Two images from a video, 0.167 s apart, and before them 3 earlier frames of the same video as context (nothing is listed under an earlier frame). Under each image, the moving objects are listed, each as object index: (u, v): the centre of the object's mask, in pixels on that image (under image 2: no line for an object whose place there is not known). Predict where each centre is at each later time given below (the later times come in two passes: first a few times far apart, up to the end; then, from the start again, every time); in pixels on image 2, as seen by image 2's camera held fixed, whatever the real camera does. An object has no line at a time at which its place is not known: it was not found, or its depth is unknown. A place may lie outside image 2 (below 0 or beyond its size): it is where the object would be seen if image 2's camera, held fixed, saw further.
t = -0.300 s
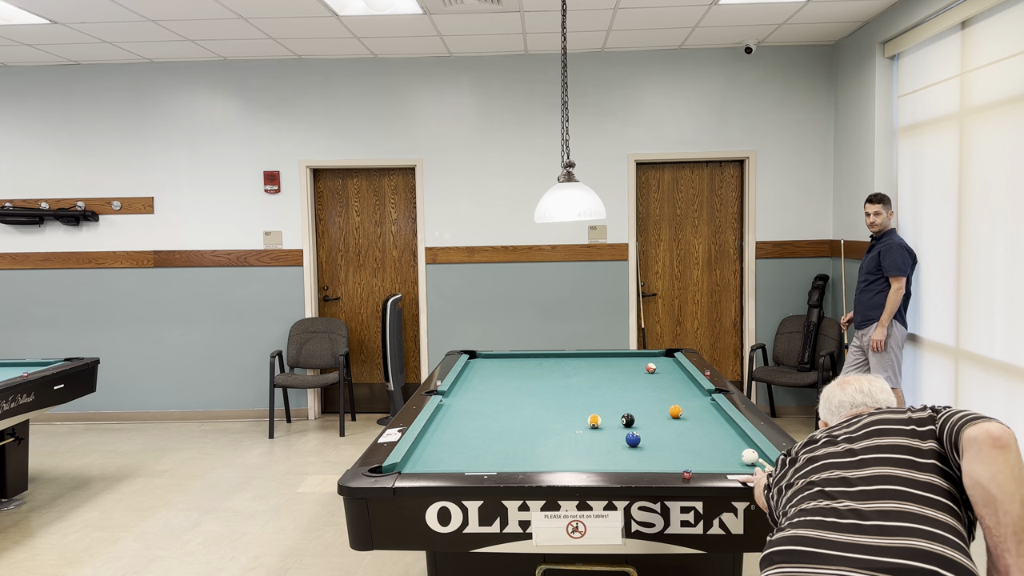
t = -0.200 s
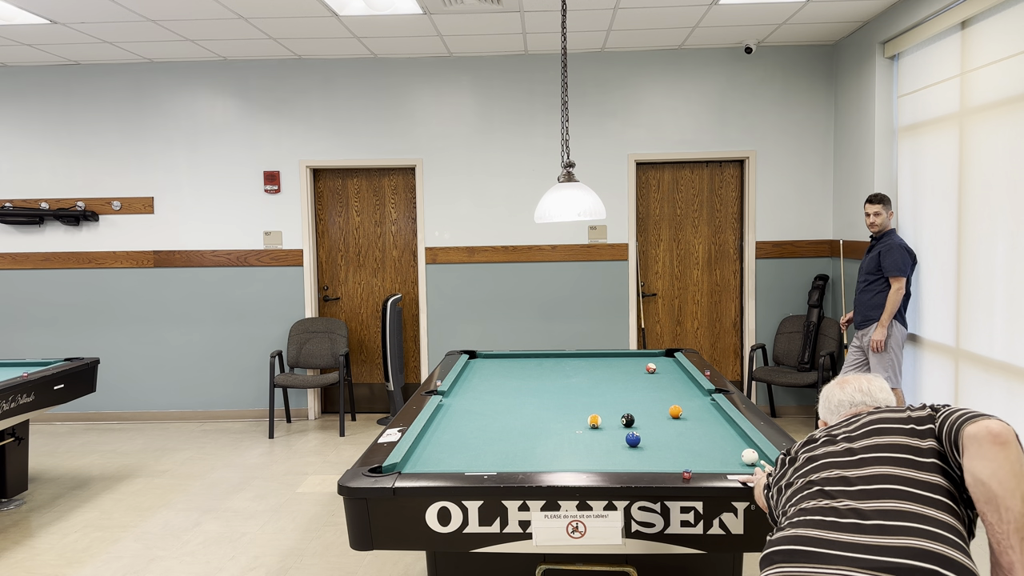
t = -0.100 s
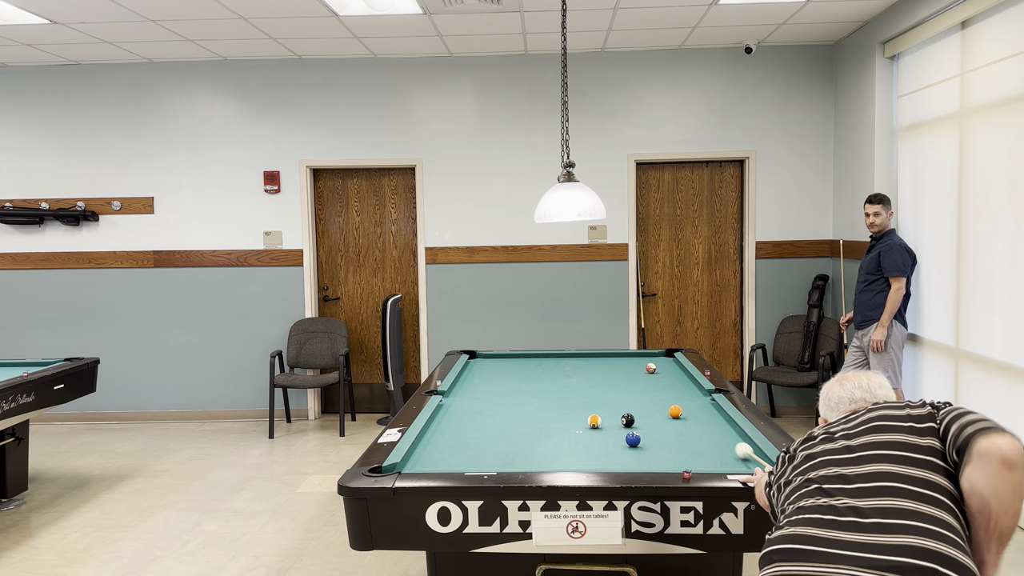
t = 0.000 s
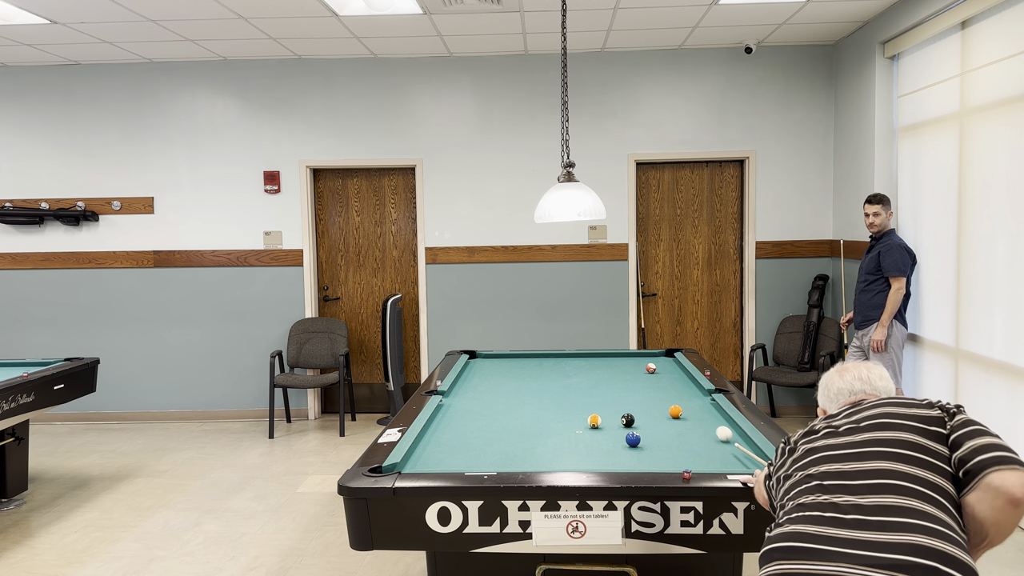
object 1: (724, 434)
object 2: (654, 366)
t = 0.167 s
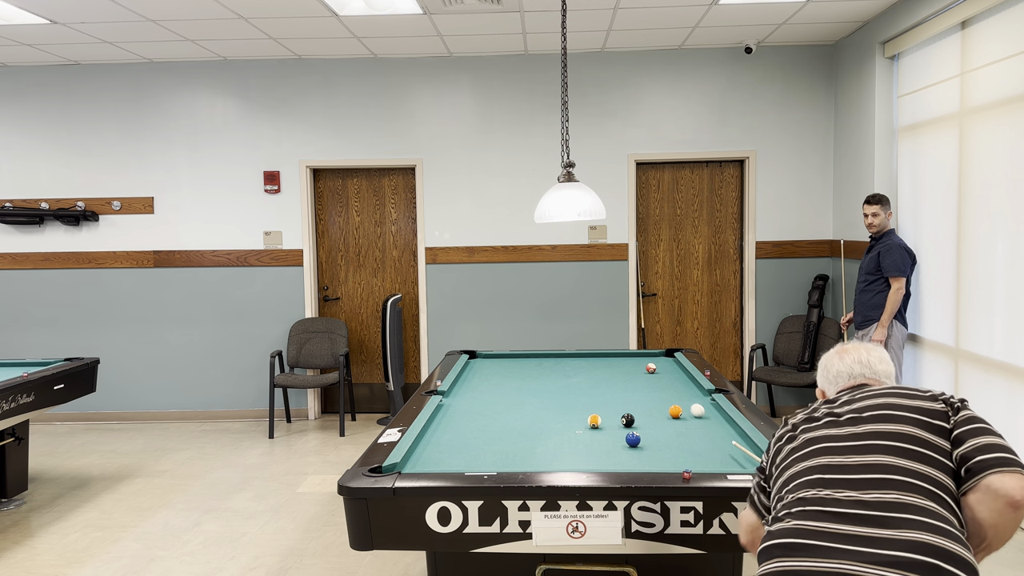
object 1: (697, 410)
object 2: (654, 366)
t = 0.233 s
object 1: (688, 403)
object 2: (654, 366)
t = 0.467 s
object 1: (662, 380)
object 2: (651, 367)
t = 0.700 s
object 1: (645, 370)
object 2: (649, 361)
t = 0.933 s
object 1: (632, 366)
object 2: (646, 355)
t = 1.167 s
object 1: (620, 363)
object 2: (650, 360)
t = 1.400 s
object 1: (609, 360)
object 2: (654, 365)
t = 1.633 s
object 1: (599, 357)
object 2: (659, 370)
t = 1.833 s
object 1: (591, 354)
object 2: (663, 374)
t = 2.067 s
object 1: (586, 355)
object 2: (669, 380)
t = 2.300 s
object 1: (581, 356)
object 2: (674, 387)
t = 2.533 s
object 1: (577, 358)
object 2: (679, 393)
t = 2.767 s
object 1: (574, 359)
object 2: (685, 399)
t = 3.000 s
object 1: (570, 360)
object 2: (692, 407)
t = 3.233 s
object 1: (567, 361)
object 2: (698, 414)
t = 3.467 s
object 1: (565, 362)
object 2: (705, 422)
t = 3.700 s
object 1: (563, 362)
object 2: (712, 430)
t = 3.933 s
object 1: (561, 363)
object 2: (719, 438)
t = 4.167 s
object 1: (559, 364)
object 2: (727, 446)
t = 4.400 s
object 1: (557, 364)
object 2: (735, 455)
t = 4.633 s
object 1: (556, 364)
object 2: (743, 463)
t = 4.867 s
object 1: (556, 364)
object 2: (748, 464)
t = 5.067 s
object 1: (556, 364)
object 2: (749, 462)
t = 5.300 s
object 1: (556, 364)
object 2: (749, 459)
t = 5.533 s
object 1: (556, 364)
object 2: (748, 455)
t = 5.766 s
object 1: (556, 364)
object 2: (748, 452)
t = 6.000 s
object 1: (556, 364)
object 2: (748, 450)
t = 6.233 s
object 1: (556, 364)
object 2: (747, 448)
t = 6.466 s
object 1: (556, 364)
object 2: (746, 446)
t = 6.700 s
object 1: (556, 364)
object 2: (745, 445)
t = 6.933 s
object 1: (556, 364)
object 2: (744, 444)
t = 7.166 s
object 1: (556, 364)
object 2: (743, 443)
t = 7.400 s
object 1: (556, 365)
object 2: (742, 442)
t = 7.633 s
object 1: (556, 365)
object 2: (742, 443)
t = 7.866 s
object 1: (556, 365)
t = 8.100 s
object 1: (556, 365)
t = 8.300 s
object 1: (556, 365)
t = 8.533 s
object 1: (556, 364)
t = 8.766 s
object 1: (556, 364)
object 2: (742, 442)
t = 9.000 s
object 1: (556, 364)
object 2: (742, 442)
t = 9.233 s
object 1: (556, 364)
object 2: (742, 442)
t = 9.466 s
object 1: (556, 364)
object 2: (742, 442)
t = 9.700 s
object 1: (556, 364)
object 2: (742, 442)
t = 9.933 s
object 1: (556, 364)
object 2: (742, 442)
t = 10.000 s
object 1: (556, 364)
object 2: (742, 443)
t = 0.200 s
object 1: (693, 406)
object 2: (654, 366)
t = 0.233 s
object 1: (688, 403)
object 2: (654, 366)
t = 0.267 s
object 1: (684, 399)
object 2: (654, 366)
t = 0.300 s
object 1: (680, 395)
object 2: (652, 366)
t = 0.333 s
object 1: (676, 392)
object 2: (652, 367)
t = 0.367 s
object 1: (672, 389)
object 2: (652, 367)
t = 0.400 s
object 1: (669, 386)
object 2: (652, 367)
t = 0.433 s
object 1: (665, 382)
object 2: (652, 367)
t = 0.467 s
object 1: (662, 380)
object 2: (651, 367)
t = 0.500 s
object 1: (659, 377)
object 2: (651, 367)
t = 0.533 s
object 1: (656, 374)
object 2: (650, 366)
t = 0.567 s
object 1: (653, 372)
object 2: (650, 365)
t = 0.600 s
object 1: (651, 370)
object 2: (650, 363)
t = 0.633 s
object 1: (649, 370)
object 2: (650, 363)
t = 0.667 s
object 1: (647, 370)
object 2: (649, 362)
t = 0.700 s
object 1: (645, 370)
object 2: (649, 361)
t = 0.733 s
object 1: (643, 369)
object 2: (647, 359)
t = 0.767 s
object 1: (641, 369)
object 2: (647, 358)
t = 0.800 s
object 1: (640, 368)
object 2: (646, 356)
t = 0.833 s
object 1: (638, 368)
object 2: (646, 355)
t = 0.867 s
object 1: (636, 367)
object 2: (645, 354)
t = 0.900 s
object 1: (634, 367)
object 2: (645, 354)
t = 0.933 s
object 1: (632, 366)
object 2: (646, 355)
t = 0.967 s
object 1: (630, 366)
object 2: (646, 355)
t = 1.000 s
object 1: (628, 365)
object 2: (647, 356)
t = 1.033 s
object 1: (627, 365)
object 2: (647, 357)
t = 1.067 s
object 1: (625, 364)
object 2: (648, 358)
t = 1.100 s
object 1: (623, 364)
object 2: (649, 358)
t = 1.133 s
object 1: (622, 363)
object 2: (650, 359)
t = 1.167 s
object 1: (620, 363)
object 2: (650, 360)
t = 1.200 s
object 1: (618, 362)
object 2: (651, 360)
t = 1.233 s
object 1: (617, 362)
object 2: (651, 361)
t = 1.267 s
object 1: (615, 361)
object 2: (652, 362)
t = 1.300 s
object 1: (613, 361)
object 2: (652, 363)
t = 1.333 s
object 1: (612, 360)
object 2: (653, 363)
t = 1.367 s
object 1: (611, 360)
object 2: (654, 364)
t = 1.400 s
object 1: (609, 360)
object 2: (654, 365)
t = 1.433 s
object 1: (607, 359)
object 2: (655, 365)
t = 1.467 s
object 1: (606, 359)
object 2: (656, 366)
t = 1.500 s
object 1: (604, 358)
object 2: (656, 367)
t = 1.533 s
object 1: (603, 358)
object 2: (657, 368)
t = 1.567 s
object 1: (602, 358)
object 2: (658, 368)
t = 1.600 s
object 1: (600, 357)
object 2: (659, 369)
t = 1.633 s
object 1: (599, 357)
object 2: (659, 370)
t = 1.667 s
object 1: (598, 356)
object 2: (660, 371)
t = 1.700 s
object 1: (596, 356)
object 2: (660, 371)
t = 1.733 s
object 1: (595, 355)
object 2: (661, 372)
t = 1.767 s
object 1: (594, 355)
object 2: (662, 373)
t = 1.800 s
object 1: (592, 355)
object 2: (663, 373)
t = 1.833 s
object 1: (591, 354)
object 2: (663, 374)
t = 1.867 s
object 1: (590, 354)
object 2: (664, 375)
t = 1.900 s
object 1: (589, 354)
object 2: (665, 376)
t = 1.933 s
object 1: (588, 354)
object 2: (665, 377)
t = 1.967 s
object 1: (588, 354)
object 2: (666, 378)
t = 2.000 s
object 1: (587, 355)
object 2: (667, 379)
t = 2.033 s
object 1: (586, 355)
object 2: (668, 379)
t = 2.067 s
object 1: (586, 355)
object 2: (669, 380)
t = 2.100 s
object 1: (585, 355)
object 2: (669, 381)
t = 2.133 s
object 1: (584, 355)
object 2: (670, 382)
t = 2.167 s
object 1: (584, 356)
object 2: (671, 383)
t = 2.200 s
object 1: (583, 356)
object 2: (671, 384)
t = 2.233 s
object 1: (583, 356)
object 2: (672, 385)
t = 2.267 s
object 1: (582, 356)
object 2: (673, 386)
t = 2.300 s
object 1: (581, 356)
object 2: (674, 387)
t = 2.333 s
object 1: (581, 357)
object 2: (675, 387)
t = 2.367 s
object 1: (580, 357)
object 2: (675, 388)
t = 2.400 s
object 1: (580, 357)
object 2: (676, 389)
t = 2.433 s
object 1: (579, 357)
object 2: (677, 390)
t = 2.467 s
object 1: (578, 357)
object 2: (678, 391)
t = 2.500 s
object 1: (578, 358)
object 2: (678, 392)
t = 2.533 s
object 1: (577, 358)
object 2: (679, 393)
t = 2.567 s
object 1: (577, 358)
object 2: (680, 394)
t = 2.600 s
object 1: (576, 358)
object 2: (681, 395)
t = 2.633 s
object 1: (576, 358)
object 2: (682, 396)
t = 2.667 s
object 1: (575, 358)
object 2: (683, 397)
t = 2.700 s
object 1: (575, 359)
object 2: (684, 398)
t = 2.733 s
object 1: (574, 359)
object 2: (684, 399)
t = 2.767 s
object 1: (574, 359)
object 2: (685, 399)
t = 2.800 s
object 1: (573, 359)
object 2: (686, 401)
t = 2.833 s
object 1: (573, 359)
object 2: (687, 402)
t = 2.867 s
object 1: (572, 359)
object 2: (688, 403)
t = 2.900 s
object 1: (572, 359)
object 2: (689, 403)
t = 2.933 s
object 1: (571, 360)
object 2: (690, 404)
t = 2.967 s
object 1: (571, 360)
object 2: (691, 406)
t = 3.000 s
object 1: (570, 360)
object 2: (692, 407)
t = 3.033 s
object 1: (570, 360)
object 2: (692, 408)
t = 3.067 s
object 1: (569, 360)
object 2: (693, 409)
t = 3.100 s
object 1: (569, 360)
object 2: (694, 410)
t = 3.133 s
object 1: (568, 361)
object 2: (695, 411)
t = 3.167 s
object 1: (568, 361)
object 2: (696, 412)
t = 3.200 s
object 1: (568, 361)
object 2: (697, 413)
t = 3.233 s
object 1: (567, 361)
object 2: (698, 414)
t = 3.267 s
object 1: (567, 361)
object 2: (699, 415)
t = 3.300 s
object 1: (566, 361)
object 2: (700, 416)
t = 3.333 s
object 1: (566, 361)
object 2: (700, 417)
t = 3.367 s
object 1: (566, 361)
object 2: (702, 418)
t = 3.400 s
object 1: (565, 361)
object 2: (703, 419)
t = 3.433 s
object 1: (565, 362)
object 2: (704, 420)
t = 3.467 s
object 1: (565, 362)
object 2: (705, 422)
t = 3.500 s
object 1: (564, 362)
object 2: (706, 423)
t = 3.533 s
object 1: (564, 362)
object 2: (707, 424)
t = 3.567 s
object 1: (564, 362)
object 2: (708, 425)
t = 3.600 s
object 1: (563, 362)
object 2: (709, 426)
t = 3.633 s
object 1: (563, 362)
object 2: (710, 427)
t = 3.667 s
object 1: (563, 362)
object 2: (710, 428)
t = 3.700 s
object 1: (563, 362)
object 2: (712, 430)
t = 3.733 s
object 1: (562, 363)
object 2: (713, 431)
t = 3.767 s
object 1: (562, 363)
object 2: (714, 432)
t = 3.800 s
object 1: (562, 363)
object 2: (715, 433)
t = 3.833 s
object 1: (561, 363)
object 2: (716, 434)
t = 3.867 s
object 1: (561, 363)
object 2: (717, 435)
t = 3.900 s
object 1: (561, 363)
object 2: (718, 437)
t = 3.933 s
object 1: (561, 363)
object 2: (719, 438)
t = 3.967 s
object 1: (560, 363)
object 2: (720, 439)
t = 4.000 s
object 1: (560, 363)
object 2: (721, 440)
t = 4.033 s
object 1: (560, 364)
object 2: (722, 442)
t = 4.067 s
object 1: (560, 364)
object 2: (723, 443)
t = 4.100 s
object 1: (559, 364)
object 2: (725, 444)
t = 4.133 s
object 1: (559, 364)
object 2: (726, 445)
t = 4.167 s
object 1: (559, 364)
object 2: (727, 446)
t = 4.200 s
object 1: (559, 364)
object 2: (728, 448)
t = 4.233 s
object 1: (558, 364)
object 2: (729, 449)
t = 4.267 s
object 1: (558, 364)
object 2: (730, 450)
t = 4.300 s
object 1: (558, 364)
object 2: (731, 451)
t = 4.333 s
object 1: (558, 364)
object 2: (733, 452)
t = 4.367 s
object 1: (558, 364)
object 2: (734, 454)
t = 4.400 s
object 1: (557, 364)
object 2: (735, 455)
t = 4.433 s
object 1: (557, 364)
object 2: (736, 456)
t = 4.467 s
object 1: (557, 364)
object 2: (737, 458)
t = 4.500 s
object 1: (557, 364)
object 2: (739, 459)
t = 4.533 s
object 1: (557, 364)
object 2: (740, 460)
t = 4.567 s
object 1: (557, 364)
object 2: (741, 461)
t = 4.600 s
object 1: (557, 364)
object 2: (742, 462)
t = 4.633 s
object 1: (556, 364)
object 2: (743, 463)
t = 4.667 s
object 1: (556, 364)
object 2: (745, 463)
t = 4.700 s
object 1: (556, 364)
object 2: (746, 464)
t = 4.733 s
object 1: (556, 364)
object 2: (747, 465)
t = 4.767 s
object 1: (556, 364)
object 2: (748, 465)
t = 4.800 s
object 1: (556, 364)
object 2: (748, 465)
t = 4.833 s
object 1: (556, 364)
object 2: (748, 465)
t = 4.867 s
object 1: (556, 364)
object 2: (748, 464)
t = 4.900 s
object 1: (556, 364)
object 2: (748, 464)
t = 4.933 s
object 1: (556, 364)
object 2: (748, 464)
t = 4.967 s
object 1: (556, 364)
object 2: (748, 463)
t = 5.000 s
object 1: (556, 364)
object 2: (748, 463)
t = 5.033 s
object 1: (556, 364)
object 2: (749, 462)
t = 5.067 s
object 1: (556, 364)
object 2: (749, 462)
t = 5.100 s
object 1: (556, 364)
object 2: (749, 462)
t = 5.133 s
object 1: (556, 364)
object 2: (749, 461)
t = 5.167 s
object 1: (556, 364)
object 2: (749, 461)
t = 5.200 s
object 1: (556, 364)
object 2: (749, 460)
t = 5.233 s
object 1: (556, 364)
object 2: (749, 460)
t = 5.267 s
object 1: (556, 364)
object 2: (749, 459)
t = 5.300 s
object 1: (556, 364)
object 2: (749, 459)
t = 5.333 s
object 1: (556, 364)
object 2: (749, 458)
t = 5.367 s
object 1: (556, 364)
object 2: (749, 458)
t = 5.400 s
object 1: (556, 364)
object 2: (749, 457)
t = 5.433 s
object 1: (556, 364)
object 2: (749, 457)
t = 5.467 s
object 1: (556, 364)
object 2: (749, 456)
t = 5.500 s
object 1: (556, 364)
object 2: (749, 456)
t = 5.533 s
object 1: (556, 364)
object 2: (748, 455)
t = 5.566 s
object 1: (556, 364)
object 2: (748, 455)
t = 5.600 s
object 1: (556, 364)
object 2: (748, 455)
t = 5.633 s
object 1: (556, 364)
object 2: (748, 454)
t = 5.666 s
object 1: (556, 364)
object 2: (748, 453)
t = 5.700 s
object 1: (556, 364)
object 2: (748, 453)
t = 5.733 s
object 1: (556, 364)
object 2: (748, 452)
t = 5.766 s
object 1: (556, 364)
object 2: (748, 452)
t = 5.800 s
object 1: (556, 364)
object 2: (748, 452)
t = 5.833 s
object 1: (556, 364)
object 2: (748, 451)
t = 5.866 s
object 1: (556, 364)
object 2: (748, 451)
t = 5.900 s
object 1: (556, 364)
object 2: (748, 451)
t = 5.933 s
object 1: (556, 364)
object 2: (748, 451)
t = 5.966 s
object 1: (556, 364)
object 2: (748, 450)
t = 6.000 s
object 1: (556, 364)
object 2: (748, 450)
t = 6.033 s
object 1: (556, 364)
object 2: (748, 450)
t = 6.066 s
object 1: (556, 364)
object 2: (748, 449)
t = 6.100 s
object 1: (556, 364)
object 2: (748, 449)
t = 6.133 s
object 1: (556, 364)
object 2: (747, 449)
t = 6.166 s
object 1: (556, 364)
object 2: (747, 448)
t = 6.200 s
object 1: (556, 364)
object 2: (747, 448)
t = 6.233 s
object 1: (556, 364)
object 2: (747, 448)
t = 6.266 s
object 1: (556, 364)
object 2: (747, 447)
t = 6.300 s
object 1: (556, 364)
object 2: (747, 447)
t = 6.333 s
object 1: (556, 364)
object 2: (747, 447)
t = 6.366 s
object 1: (556, 364)
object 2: (746, 446)
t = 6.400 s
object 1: (556, 364)
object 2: (746, 446)
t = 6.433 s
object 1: (556, 364)
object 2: (746, 446)
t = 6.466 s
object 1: (556, 364)
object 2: (746, 446)
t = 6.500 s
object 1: (556, 364)
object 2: (746, 446)
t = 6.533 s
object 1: (556, 364)
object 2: (746, 445)
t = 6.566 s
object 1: (556, 364)
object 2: (745, 445)
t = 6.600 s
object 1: (556, 364)
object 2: (745, 445)
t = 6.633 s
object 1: (556, 364)
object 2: (745, 444)
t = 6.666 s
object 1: (556, 364)
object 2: (745, 445)
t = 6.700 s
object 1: (556, 364)
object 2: (745, 445)
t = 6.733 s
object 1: (556, 364)
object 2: (745, 444)
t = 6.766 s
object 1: (556, 364)
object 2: (745, 444)
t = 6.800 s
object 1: (556, 364)
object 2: (744, 444)
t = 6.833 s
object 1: (556, 364)
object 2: (744, 444)
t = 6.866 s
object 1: (556, 364)
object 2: (744, 444)
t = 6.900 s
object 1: (556, 364)
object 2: (744, 444)
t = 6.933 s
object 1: (556, 364)
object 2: (744, 444)
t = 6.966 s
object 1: (556, 364)
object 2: (744, 443)
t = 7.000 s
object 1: (556, 364)
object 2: (743, 443)
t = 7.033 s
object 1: (556, 364)
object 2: (743, 443)
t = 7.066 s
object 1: (556, 364)
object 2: (743, 443)
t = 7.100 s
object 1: (556, 364)
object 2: (743, 443)
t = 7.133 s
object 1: (556, 364)
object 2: (743, 443)
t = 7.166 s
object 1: (556, 364)
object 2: (743, 443)
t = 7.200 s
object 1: (556, 364)
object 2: (743, 443)
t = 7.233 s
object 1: (556, 365)
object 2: (743, 443)
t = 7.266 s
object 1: (556, 364)
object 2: (742, 443)
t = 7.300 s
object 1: (556, 365)
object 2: (742, 443)
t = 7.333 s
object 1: (556, 365)
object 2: (742, 443)
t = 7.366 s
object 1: (556, 365)
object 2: (742, 443)
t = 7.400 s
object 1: (556, 365)
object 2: (742, 442)
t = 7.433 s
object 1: (556, 365)
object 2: (742, 442)
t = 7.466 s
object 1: (556, 365)
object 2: (742, 442)
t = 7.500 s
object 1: (556, 365)
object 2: (742, 442)
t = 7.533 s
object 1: (556, 365)
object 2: (742, 442)
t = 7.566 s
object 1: (556, 365)
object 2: (742, 442)
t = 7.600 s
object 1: (556, 364)
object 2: (742, 442)
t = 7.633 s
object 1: (556, 365)
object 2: (742, 443)
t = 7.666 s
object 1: (556, 365)
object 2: (741, 442)
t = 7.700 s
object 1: (556, 365)
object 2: (738, 441)
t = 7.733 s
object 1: (556, 364)
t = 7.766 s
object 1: (556, 364)
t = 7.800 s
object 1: (556, 365)
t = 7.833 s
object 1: (556, 365)
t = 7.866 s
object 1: (556, 365)
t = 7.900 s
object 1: (556, 365)
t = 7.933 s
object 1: (556, 365)
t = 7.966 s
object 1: (556, 364)
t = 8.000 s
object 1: (556, 365)
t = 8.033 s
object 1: (556, 364)
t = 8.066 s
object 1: (556, 365)
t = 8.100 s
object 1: (556, 365)
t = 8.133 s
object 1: (556, 365)
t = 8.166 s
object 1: (556, 365)
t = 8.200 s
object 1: (556, 365)
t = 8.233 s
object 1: (556, 365)
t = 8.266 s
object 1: (556, 364)
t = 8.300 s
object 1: (556, 365)
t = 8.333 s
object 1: (556, 364)
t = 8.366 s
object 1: (556, 365)
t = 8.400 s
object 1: (556, 365)
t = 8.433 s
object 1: (556, 365)
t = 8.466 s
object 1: (556, 365)
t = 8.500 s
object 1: (556, 365)
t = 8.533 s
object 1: (556, 364)
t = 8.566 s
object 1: (556, 364)
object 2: (741, 442)
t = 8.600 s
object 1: (556, 364)
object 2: (742, 443)
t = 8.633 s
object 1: (556, 364)
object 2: (742, 443)
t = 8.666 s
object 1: (556, 364)
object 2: (742, 443)
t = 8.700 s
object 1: (556, 364)
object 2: (742, 443)
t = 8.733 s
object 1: (556, 364)
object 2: (742, 443)
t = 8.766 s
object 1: (556, 364)
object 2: (742, 442)
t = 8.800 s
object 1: (556, 364)
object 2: (742, 442)
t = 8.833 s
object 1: (556, 364)
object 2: (742, 442)
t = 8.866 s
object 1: (556, 364)
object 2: (742, 442)
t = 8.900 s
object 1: (556, 364)
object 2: (742, 442)
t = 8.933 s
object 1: (556, 364)
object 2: (742, 442)
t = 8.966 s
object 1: (556, 364)
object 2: (742, 442)
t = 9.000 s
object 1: (556, 364)
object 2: (742, 442)
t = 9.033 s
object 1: (556, 364)
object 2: (742, 442)
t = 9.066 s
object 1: (556, 364)
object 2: (742, 442)
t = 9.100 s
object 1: (556, 364)
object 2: (742, 443)
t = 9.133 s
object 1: (556, 364)
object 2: (742, 442)
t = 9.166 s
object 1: (556, 364)
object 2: (742, 442)
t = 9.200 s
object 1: (556, 364)
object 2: (742, 442)
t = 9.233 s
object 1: (556, 364)
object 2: (742, 442)
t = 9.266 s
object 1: (556, 364)
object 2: (742, 443)
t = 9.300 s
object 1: (556, 364)
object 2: (742, 442)
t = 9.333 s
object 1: (556, 364)
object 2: (742, 442)
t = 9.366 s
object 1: (556, 364)
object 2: (742, 442)
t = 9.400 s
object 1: (556, 364)
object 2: (742, 443)
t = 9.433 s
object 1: (556, 364)
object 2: (742, 443)
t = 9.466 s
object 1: (556, 364)
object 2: (742, 442)
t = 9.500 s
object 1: (556, 364)
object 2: (742, 442)
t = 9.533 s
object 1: (556, 364)
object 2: (742, 443)
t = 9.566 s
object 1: (556, 364)
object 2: (742, 443)
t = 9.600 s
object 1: (556, 364)
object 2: (742, 442)
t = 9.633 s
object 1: (556, 364)
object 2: (742, 443)
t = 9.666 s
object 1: (556, 364)
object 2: (742, 443)
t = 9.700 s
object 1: (556, 364)
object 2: (742, 442)
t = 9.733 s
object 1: (556, 364)
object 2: (742, 442)
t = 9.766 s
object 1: (556, 364)
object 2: (742, 442)
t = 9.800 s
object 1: (556, 364)
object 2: (742, 442)
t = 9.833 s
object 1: (556, 364)
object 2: (742, 443)
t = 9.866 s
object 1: (556, 364)
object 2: (742, 443)
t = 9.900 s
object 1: (556, 364)
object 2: (742, 443)
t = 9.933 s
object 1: (556, 364)
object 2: (742, 442)
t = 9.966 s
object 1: (556, 364)
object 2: (742, 443)
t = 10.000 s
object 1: (556, 364)
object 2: (742, 443)
